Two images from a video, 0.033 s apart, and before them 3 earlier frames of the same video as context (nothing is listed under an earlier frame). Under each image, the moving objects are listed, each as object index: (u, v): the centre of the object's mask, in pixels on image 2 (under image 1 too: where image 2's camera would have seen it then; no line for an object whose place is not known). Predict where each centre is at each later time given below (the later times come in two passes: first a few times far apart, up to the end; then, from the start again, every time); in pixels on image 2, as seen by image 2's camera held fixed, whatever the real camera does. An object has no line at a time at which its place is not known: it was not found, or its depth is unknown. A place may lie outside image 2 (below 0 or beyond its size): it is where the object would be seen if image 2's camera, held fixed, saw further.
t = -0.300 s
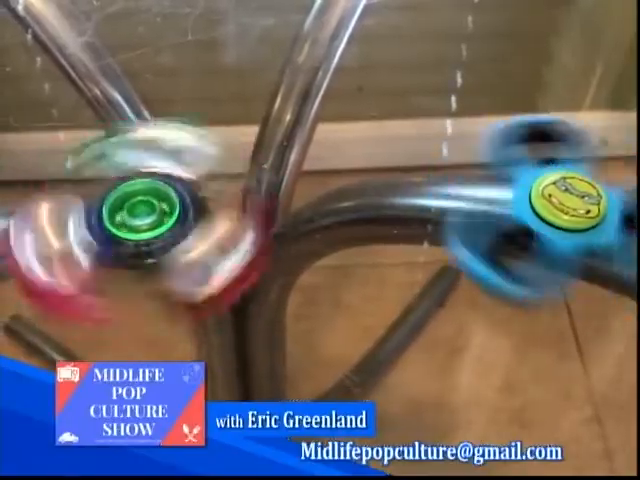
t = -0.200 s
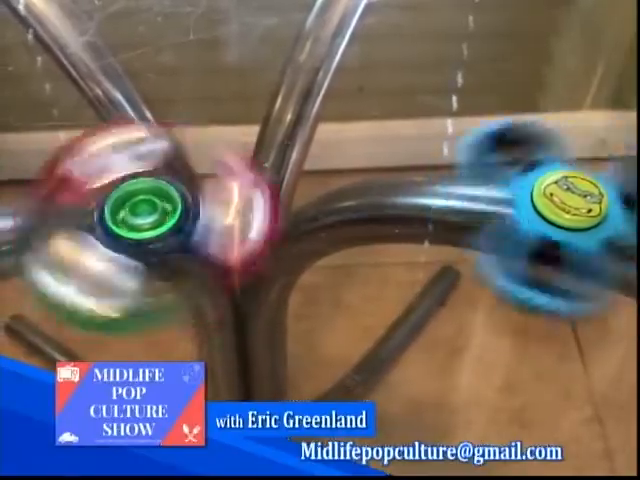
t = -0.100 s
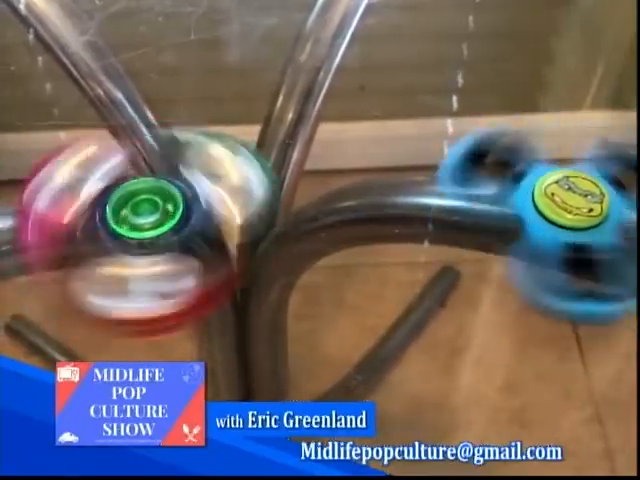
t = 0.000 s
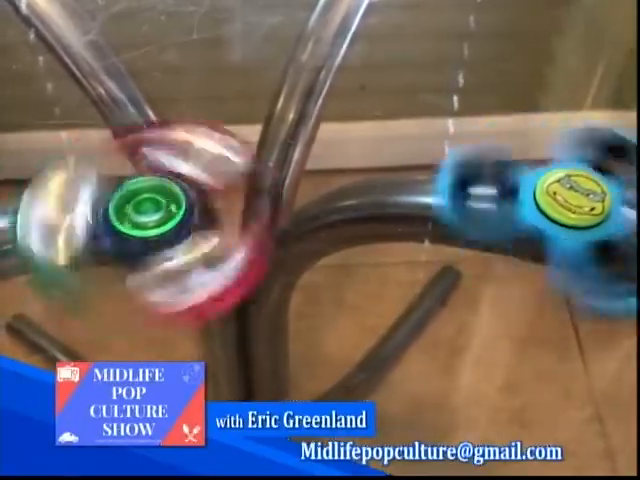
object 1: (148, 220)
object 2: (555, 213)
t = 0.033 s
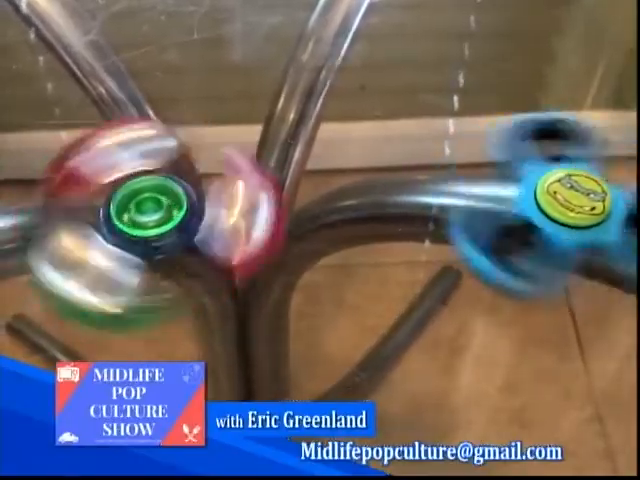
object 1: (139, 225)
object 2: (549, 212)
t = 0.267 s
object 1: (148, 218)
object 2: (552, 205)
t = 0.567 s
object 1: (160, 216)
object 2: (557, 220)
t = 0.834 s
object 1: (153, 217)
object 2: (553, 215)
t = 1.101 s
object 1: (152, 218)
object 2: (554, 211)
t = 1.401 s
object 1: (144, 224)
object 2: (550, 218)
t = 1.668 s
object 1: (153, 218)
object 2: (554, 222)
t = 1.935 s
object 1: (151, 219)
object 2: (556, 221)
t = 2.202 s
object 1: (144, 223)
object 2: (559, 219)
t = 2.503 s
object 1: (151, 214)
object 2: (549, 208)
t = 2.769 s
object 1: (146, 218)
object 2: (552, 210)
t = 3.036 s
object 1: (148, 219)
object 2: (545, 210)
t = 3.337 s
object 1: (133, 215)
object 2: (558, 222)
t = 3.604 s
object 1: (135, 226)
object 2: (559, 224)
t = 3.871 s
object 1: (139, 228)
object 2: (559, 224)
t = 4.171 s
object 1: (138, 231)
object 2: (549, 214)
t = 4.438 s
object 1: (138, 232)
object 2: (551, 215)
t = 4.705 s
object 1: (141, 232)
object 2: (553, 220)
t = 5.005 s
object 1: (140, 223)
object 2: (547, 227)
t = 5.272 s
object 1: (137, 235)
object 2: (547, 228)
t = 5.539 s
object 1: (145, 232)
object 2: (556, 239)
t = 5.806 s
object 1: (140, 229)
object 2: (553, 235)
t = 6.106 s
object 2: (554, 230)
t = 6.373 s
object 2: (551, 236)
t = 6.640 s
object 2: (551, 235)
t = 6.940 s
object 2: (551, 224)
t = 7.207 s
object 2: (557, 232)
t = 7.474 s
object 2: (549, 233)
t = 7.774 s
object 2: (551, 228)
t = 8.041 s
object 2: (551, 232)
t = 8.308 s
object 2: (543, 228)
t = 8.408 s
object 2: (546, 229)
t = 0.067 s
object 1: (150, 223)
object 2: (554, 218)
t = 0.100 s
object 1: (148, 219)
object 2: (550, 206)
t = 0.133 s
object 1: (149, 223)
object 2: (548, 217)
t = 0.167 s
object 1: (146, 219)
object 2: (555, 214)
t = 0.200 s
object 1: (144, 225)
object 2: (550, 212)
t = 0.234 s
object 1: (150, 221)
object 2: (559, 219)
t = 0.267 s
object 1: (148, 218)
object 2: (552, 205)
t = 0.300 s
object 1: (153, 224)
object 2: (551, 217)
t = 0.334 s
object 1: (152, 222)
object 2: (557, 212)
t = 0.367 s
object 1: (152, 220)
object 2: (553, 210)
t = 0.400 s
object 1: (155, 216)
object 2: (559, 220)
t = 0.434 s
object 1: (145, 222)
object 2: (553, 205)
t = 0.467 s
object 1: (154, 220)
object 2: (547, 214)
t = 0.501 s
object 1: (146, 221)
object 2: (554, 212)
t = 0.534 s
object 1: (158, 222)
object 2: (554, 211)
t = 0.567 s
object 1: (160, 216)
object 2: (557, 220)
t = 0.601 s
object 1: (153, 220)
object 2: (554, 208)
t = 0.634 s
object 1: (159, 216)
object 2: (547, 213)
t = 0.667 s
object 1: (144, 223)
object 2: (554, 213)
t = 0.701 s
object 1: (152, 223)
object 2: (548, 205)
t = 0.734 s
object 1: (148, 221)
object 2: (556, 219)
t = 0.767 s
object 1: (154, 222)
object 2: (555, 208)
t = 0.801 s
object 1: (158, 215)
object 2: (551, 212)
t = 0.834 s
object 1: (153, 217)
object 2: (553, 215)
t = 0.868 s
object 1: (157, 217)
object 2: (550, 205)
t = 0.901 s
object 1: (148, 217)
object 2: (554, 218)
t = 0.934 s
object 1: (148, 223)
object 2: (555, 210)
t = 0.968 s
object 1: (149, 222)
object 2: (550, 212)
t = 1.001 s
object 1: (145, 224)
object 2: (553, 217)
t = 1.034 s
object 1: (158, 218)
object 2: (551, 206)
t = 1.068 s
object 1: (149, 220)
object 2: (548, 217)
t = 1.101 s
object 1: (152, 218)
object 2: (554, 211)
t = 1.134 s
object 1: (144, 213)
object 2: (550, 211)
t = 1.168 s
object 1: (153, 223)
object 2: (559, 217)
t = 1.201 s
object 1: (150, 219)
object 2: (552, 206)
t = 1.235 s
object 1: (145, 224)
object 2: (551, 216)
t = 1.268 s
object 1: (156, 218)
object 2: (554, 214)
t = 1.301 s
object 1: (150, 218)
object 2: (551, 211)
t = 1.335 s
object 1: (154, 218)
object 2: (558, 222)
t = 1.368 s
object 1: (146, 220)
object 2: (553, 210)
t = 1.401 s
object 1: (144, 224)
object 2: (550, 218)
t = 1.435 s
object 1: (153, 220)
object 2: (555, 217)
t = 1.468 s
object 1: (147, 225)
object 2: (547, 210)
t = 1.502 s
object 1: (155, 220)
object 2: (556, 221)
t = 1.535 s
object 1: (150, 217)
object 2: (556, 211)
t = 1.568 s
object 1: (148, 222)
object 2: (550, 213)
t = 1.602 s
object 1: (144, 218)
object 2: (561, 218)
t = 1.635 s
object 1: (144, 222)
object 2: (549, 207)
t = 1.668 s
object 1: (153, 218)
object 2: (554, 222)
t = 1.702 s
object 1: (149, 212)
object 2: (556, 213)
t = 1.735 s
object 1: (154, 222)
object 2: (551, 212)
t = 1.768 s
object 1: (153, 214)
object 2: (560, 219)
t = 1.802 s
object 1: (146, 218)
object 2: (552, 208)
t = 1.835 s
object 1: (148, 218)
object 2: (547, 216)
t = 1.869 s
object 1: (148, 221)
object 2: (557, 214)
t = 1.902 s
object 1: (150, 222)
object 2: (551, 211)
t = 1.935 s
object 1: (151, 219)
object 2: (556, 221)
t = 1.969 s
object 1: (146, 223)
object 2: (555, 210)
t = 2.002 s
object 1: (149, 217)
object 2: (546, 214)
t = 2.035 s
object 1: (147, 219)
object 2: (561, 216)
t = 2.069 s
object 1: (152, 218)
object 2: (548, 209)
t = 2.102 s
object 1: (140, 213)
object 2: (554, 221)
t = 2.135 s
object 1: (147, 224)
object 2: (557, 212)
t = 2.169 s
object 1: (150, 214)
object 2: (550, 212)
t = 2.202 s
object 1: (144, 223)
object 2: (559, 219)
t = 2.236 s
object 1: (151, 218)
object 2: (551, 209)
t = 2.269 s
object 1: (149, 215)
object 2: (551, 218)
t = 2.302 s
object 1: (148, 221)
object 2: (556, 214)
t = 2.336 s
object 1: (146, 214)
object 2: (552, 213)
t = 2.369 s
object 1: (144, 221)
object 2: (556, 220)
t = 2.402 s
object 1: (151, 217)
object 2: (555, 209)
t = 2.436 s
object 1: (148, 220)
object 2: (549, 214)
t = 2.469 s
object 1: (153, 219)
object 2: (556, 216)
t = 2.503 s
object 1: (151, 214)
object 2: (549, 208)
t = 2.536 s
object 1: (144, 218)
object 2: (554, 220)
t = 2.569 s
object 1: (148, 215)
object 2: (556, 212)
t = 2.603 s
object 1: (144, 218)
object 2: (551, 211)
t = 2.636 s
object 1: (149, 221)
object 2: (561, 219)
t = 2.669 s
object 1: (149, 217)
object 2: (553, 208)
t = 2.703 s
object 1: (147, 223)
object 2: (548, 215)
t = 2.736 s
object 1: (154, 216)
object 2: (556, 216)
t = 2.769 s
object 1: (146, 218)
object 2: (552, 210)
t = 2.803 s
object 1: (150, 218)
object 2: (557, 219)
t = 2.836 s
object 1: (140, 213)
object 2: (556, 210)
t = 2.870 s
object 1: (148, 222)
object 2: (551, 214)
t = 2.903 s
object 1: (145, 218)
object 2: (561, 218)
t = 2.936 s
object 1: (142, 223)
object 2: (551, 206)
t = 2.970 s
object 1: (153, 218)
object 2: (553, 219)
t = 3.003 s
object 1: (145, 217)
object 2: (556, 214)
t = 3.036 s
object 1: (148, 219)
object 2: (545, 210)
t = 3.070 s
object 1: (143, 217)
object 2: (557, 220)
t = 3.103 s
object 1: (140, 223)
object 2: (554, 211)
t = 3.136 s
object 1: (149, 220)
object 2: (549, 217)
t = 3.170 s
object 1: (142, 220)
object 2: (555, 219)
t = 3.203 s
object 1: (145, 224)
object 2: (547, 211)
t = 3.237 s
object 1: (145, 219)
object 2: (554, 222)
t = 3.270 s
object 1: (139, 223)
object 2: (556, 214)
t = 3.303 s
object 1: (144, 218)
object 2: (549, 215)
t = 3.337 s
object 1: (133, 215)
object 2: (558, 222)
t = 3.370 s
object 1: (144, 224)
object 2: (552, 212)
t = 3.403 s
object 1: (143, 218)
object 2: (548, 219)
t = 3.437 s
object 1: (138, 227)
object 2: (555, 218)
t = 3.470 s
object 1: (143, 219)
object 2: (544, 213)
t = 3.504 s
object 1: (138, 222)
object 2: (554, 224)
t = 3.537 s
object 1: (140, 222)
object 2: (555, 216)
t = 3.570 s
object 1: (137, 220)
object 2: (547, 218)
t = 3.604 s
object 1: (135, 226)
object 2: (559, 224)
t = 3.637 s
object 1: (143, 221)
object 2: (548, 214)
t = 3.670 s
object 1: (136, 227)
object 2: (547, 223)
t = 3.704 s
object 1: (140, 228)
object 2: (556, 220)
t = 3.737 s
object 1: (137, 222)
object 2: (542, 214)
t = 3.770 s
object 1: (136, 226)
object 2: (552, 226)
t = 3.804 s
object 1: (141, 221)
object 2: (554, 217)
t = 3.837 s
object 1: (127, 219)
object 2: (542, 217)
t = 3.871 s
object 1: (139, 228)
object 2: (559, 224)
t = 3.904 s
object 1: (139, 224)
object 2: (550, 214)
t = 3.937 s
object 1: (138, 230)
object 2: (548, 223)
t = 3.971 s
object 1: (144, 225)
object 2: (554, 222)
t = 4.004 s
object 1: (135, 222)
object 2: (543, 216)
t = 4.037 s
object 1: (144, 224)
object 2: (553, 227)
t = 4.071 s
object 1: (140, 222)
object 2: (556, 219)
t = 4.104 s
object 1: (139, 230)
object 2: (547, 221)
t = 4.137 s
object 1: (147, 224)
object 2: (559, 226)
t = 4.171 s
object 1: (138, 231)
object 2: (549, 214)
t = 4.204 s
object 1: (147, 227)
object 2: (550, 225)
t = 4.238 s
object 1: (146, 220)
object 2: (557, 220)
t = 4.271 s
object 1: (140, 226)
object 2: (550, 218)
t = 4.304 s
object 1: (146, 222)
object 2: (553, 227)
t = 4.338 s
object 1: (131, 228)
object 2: (554, 218)
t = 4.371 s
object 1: (144, 226)
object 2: (547, 220)
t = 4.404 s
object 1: (142, 222)
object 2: (559, 227)
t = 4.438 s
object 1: (138, 232)
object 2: (551, 215)
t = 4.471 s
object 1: (142, 227)
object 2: (548, 225)
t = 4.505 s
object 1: (136, 229)
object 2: (553, 225)
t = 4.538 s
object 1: (141, 230)
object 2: (543, 218)
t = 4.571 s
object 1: (139, 225)
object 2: (551, 231)
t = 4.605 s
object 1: (138, 232)
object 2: (554, 224)
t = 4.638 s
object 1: (143, 228)
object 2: (546, 226)
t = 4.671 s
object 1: (135, 233)
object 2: (556, 233)
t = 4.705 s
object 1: (141, 232)
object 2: (553, 220)
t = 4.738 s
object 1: (144, 225)
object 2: (546, 228)
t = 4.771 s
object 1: (139, 230)
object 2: (553, 229)
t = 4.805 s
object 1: (144, 230)
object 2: (545, 220)
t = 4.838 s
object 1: (131, 224)
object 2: (551, 233)
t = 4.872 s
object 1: (142, 233)
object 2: (555, 226)
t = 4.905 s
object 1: (141, 229)
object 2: (542, 222)
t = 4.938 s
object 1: (137, 235)
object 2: (556, 232)
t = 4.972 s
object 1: (144, 232)
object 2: (554, 221)
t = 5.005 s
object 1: (140, 223)
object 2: (547, 227)
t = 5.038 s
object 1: (141, 230)
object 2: (554, 230)
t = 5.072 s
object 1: (149, 226)
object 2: (550, 220)
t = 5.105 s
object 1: (136, 236)
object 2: (547, 232)
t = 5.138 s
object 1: (148, 233)
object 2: (556, 228)
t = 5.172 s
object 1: (145, 229)
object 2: (551, 227)
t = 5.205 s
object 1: (139, 239)
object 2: (555, 237)
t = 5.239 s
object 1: (146, 232)
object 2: (555, 226)
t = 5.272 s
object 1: (137, 235)
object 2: (547, 228)
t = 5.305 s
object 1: (143, 233)
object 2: (554, 236)
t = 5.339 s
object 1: (138, 228)
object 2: (553, 224)
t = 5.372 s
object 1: (137, 236)
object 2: (544, 231)
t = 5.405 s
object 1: (133, 239)
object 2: (551, 226)
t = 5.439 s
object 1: (140, 239)
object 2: (551, 236)
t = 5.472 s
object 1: (144, 231)
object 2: (555, 230)
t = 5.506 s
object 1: (134, 241)
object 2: (546, 228)
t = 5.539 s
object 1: (145, 232)
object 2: (556, 239)
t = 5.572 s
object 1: (127, 229)
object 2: (555, 226)
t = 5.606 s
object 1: (136, 238)
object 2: (546, 229)
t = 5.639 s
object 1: (139, 229)
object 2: (555, 233)
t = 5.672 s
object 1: (132, 242)
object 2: (551, 220)
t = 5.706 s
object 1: (136, 243)
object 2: (549, 233)
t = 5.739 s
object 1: (136, 227)
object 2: (555, 231)
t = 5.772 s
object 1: (132, 235)
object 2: (550, 224)
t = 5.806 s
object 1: (140, 229)
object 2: (553, 235)
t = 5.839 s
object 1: (131, 242)
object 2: (556, 228)
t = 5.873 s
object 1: (133, 244)
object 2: (546, 228)
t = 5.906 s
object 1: (136, 230)
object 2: (555, 237)
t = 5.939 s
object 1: (130, 245)
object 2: (554, 224)
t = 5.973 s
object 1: (137, 245)
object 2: (547, 233)
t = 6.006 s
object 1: (132, 239)
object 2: (563, 235)
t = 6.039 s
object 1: (135, 236)
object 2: (548, 224)
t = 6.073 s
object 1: (134, 230)
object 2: (549, 235)
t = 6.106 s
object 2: (554, 230)
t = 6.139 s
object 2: (548, 227)
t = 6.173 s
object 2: (550, 236)
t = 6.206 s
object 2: (553, 226)
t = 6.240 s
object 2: (544, 228)
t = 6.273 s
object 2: (554, 236)
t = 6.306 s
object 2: (552, 224)
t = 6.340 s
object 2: (542, 232)
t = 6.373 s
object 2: (551, 236)
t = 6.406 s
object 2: (546, 224)
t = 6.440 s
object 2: (538, 232)
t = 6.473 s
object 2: (552, 232)
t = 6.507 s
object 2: (538, 223)
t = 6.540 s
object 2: (547, 236)
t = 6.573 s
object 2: (551, 227)
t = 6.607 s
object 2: (541, 226)
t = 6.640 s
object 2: (551, 235)
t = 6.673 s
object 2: (550, 223)
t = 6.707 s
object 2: (541, 229)
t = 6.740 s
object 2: (558, 237)
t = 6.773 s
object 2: (544, 224)
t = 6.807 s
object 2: (543, 230)
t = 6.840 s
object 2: (553, 229)
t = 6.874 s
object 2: (542, 220)
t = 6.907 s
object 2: (546, 231)
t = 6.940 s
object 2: (551, 224)
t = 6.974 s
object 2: (543, 221)
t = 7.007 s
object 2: (550, 231)
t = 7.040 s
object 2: (550, 221)
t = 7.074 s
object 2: (541, 223)
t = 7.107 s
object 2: (555, 234)
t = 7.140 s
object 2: (548, 219)
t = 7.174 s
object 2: (540, 228)
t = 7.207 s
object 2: (557, 232)
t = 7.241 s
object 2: (545, 217)
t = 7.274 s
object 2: (544, 228)
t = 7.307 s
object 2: (551, 227)
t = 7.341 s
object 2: (546, 220)
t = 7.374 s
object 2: (547, 230)
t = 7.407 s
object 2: (551, 225)
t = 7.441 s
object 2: (541, 221)
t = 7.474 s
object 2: (549, 233)
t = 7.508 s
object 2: (551, 223)
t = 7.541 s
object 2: (540, 224)
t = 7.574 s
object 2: (554, 232)
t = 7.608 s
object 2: (549, 221)
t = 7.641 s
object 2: (541, 228)
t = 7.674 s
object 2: (557, 232)
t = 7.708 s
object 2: (544, 220)
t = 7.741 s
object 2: (541, 229)
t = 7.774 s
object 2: (551, 228)
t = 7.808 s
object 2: (544, 221)
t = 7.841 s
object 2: (544, 230)
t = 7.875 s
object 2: (550, 226)
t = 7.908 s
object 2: (542, 223)
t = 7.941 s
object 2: (547, 232)
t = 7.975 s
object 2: (551, 224)
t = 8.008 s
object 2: (540, 223)
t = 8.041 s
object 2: (551, 232)
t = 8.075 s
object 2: (550, 221)
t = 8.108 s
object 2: (540, 226)
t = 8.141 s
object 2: (554, 230)
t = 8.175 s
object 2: (547, 221)
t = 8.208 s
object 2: (542, 227)
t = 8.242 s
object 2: (558, 230)
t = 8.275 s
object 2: (543, 220)
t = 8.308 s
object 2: (543, 228)
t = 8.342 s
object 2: (554, 226)
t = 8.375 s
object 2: (540, 218)
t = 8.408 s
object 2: (546, 229)
